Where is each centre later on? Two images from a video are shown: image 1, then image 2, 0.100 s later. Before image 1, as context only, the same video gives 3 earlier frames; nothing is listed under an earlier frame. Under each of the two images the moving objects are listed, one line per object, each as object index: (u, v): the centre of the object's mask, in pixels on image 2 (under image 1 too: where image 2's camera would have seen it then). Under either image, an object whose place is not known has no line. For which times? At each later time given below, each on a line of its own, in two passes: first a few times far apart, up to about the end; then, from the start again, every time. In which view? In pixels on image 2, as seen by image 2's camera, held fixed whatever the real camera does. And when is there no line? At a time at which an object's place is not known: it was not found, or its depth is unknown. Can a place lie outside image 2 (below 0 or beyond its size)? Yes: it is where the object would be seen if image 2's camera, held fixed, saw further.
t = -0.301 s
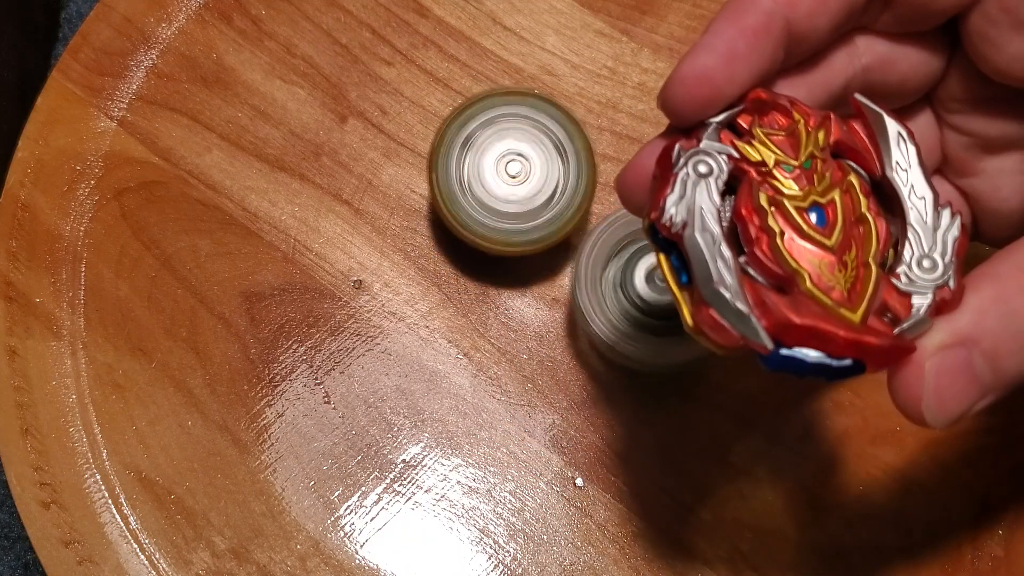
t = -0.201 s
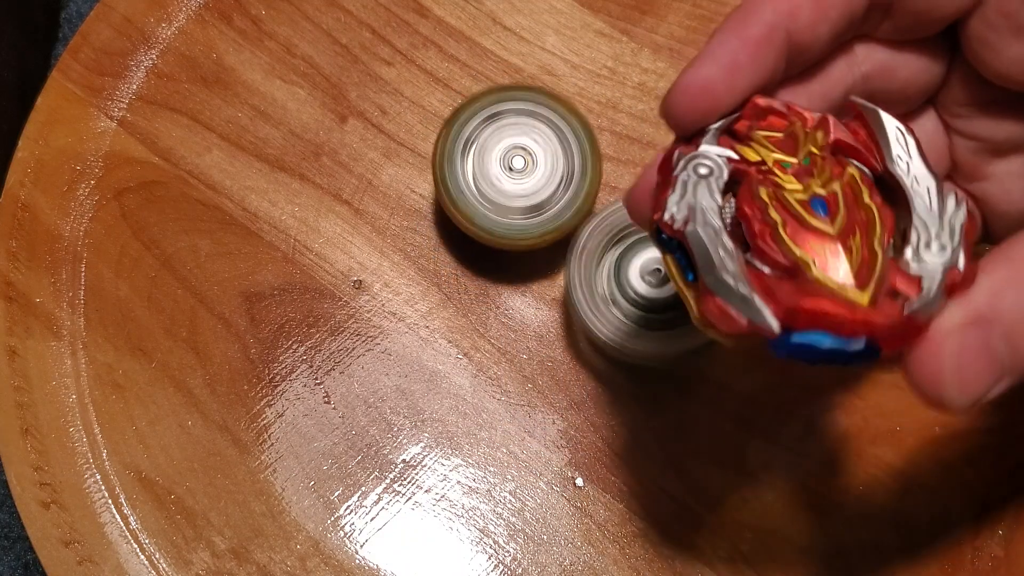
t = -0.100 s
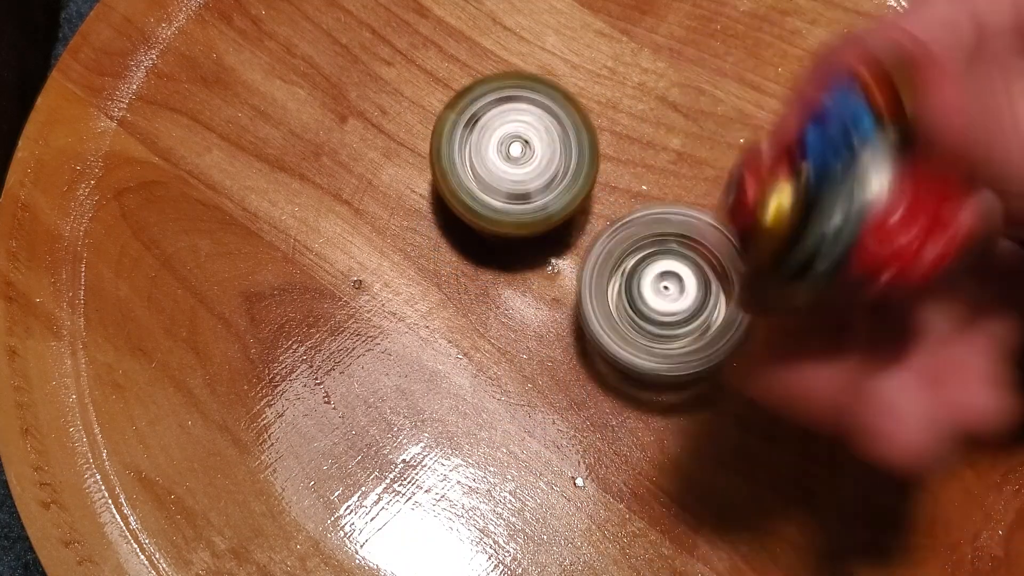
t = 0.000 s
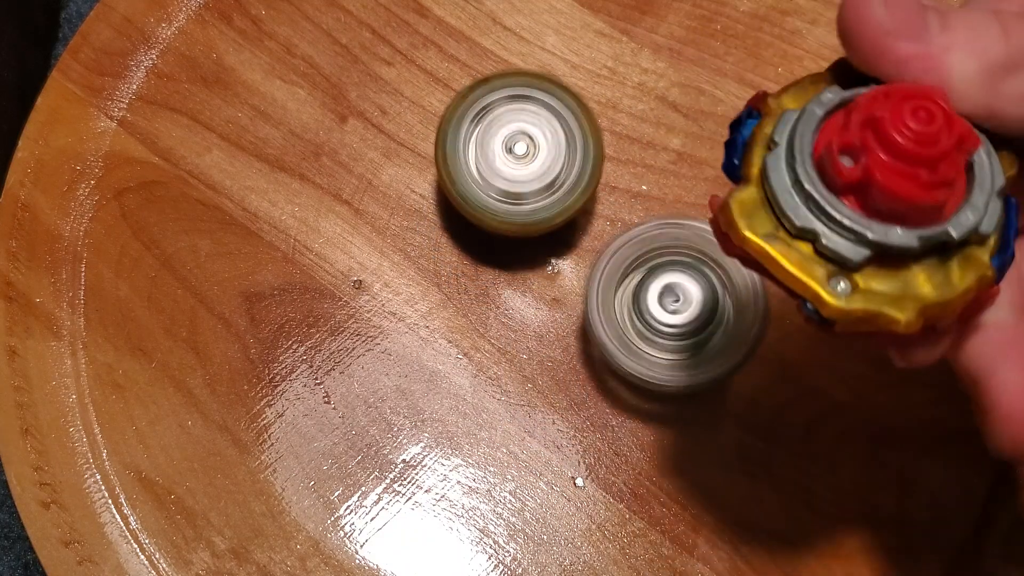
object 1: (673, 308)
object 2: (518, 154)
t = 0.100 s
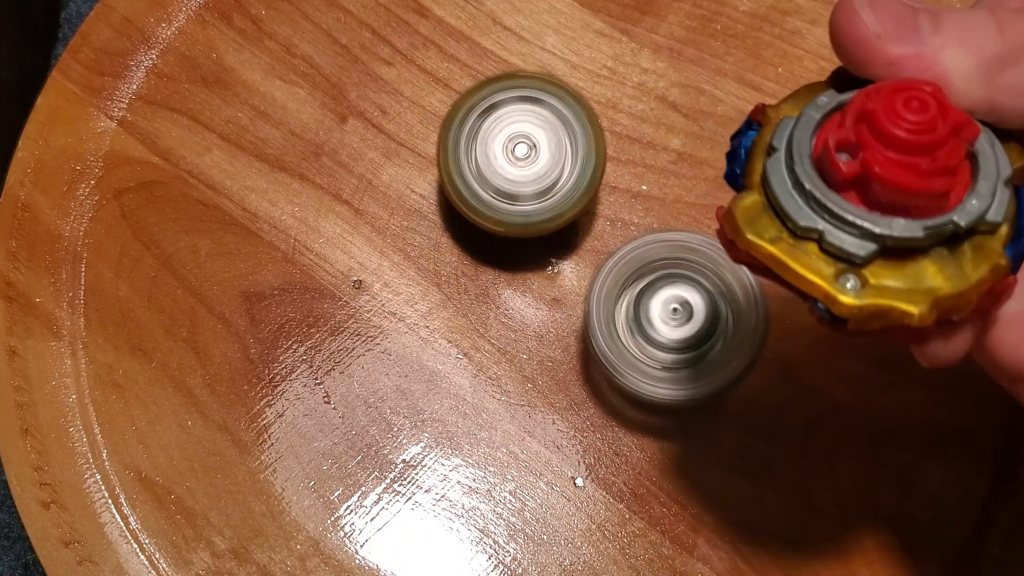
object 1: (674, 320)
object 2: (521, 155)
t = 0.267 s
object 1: (655, 328)
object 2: (526, 170)
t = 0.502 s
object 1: (639, 361)
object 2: (516, 163)
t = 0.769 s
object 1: (615, 377)
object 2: (501, 189)
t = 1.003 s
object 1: (603, 351)
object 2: (495, 191)
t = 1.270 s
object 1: (622, 324)
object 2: (496, 175)
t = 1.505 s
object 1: (650, 301)
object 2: (505, 174)
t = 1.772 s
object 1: (701, 326)
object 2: (499, 153)
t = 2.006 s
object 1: (711, 364)
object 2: (502, 186)
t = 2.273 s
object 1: (662, 347)
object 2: (514, 213)
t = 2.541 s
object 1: (675, 364)
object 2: (488, 164)
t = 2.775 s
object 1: (693, 405)
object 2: (487, 141)
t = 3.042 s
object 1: (661, 397)
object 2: (493, 155)
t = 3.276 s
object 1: (648, 337)
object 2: (531, 207)
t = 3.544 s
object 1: (724, 384)
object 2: (520, 192)
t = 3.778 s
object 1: (720, 404)
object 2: (511, 200)
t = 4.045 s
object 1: (690, 353)
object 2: (511, 198)
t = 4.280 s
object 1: (691, 266)
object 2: (518, 199)
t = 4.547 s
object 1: (750, 232)
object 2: (508, 200)
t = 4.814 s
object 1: (755, 250)
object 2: (509, 213)
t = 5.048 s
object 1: (704, 246)
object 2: (512, 221)
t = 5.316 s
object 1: (673, 210)
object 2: (489, 213)
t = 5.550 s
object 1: (679, 189)
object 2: (488, 205)
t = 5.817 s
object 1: (677, 200)
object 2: (494, 209)
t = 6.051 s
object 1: (687, 240)
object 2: (488, 209)
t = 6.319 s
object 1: (668, 283)
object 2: (491, 210)
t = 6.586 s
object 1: (636, 319)
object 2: (491, 195)
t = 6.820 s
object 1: (622, 330)
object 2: (487, 189)
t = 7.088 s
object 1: (632, 317)
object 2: (484, 204)
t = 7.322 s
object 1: (648, 300)
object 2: (490, 207)
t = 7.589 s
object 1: (651, 311)
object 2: (493, 220)
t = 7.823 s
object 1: (648, 316)
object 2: (487, 212)
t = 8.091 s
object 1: (647, 324)
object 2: (495, 198)
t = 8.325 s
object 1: (636, 329)
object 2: (497, 213)
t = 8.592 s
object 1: (629, 384)
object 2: (511, 178)
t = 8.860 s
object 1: (607, 355)
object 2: (514, 182)
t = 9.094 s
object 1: (610, 355)
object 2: (518, 179)
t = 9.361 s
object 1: (609, 344)
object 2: (510, 199)
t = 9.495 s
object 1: (570, 346)
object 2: (528, 183)
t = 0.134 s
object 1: (672, 321)
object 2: (522, 158)
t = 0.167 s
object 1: (669, 324)
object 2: (523, 161)
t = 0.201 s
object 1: (665, 326)
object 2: (525, 165)
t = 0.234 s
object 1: (660, 327)
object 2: (526, 168)
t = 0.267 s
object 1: (655, 328)
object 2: (526, 170)
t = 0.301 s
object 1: (650, 328)
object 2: (526, 174)
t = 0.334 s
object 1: (646, 326)
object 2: (526, 178)
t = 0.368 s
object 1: (640, 324)
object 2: (527, 182)
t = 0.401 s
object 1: (636, 329)
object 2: (527, 180)
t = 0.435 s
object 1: (639, 348)
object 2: (520, 169)
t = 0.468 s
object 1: (639, 356)
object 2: (518, 164)
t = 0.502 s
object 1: (639, 361)
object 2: (516, 163)
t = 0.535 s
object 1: (638, 366)
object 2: (515, 166)
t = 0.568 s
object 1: (636, 371)
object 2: (512, 169)
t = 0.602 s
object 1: (634, 375)
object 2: (509, 171)
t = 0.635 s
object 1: (632, 379)
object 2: (506, 174)
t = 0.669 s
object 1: (629, 380)
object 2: (504, 178)
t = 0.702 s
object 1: (625, 380)
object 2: (503, 183)
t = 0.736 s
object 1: (620, 379)
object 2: (502, 186)
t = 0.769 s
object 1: (615, 377)
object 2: (501, 189)
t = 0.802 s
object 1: (614, 374)
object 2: (500, 192)
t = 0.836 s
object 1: (610, 369)
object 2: (499, 195)
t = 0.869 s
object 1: (606, 363)
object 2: (499, 200)
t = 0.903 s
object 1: (602, 356)
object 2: (500, 203)
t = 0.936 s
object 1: (600, 353)
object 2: (500, 203)
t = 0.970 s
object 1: (602, 355)
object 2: (496, 195)
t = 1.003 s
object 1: (603, 351)
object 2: (495, 191)
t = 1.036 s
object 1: (602, 344)
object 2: (493, 190)
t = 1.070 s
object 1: (602, 339)
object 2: (495, 190)
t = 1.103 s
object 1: (602, 333)
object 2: (495, 189)
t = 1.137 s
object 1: (604, 328)
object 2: (496, 187)
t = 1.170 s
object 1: (607, 323)
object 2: (495, 185)
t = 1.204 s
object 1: (611, 323)
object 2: (495, 182)
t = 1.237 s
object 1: (616, 325)
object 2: (495, 177)
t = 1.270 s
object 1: (622, 324)
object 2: (496, 175)
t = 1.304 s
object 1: (628, 322)
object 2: (495, 174)
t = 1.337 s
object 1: (634, 318)
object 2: (497, 173)
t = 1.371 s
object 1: (636, 316)
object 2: (500, 173)
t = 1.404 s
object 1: (640, 313)
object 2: (502, 171)
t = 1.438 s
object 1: (645, 310)
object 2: (502, 170)
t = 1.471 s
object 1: (649, 305)
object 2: (504, 173)
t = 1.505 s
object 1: (650, 301)
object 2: (505, 174)
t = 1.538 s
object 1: (651, 297)
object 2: (509, 175)
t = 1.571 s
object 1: (654, 293)
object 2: (511, 176)
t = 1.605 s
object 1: (656, 287)
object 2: (512, 178)
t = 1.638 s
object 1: (666, 298)
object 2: (509, 170)
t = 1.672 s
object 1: (680, 312)
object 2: (500, 159)
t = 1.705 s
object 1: (687, 317)
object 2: (496, 154)
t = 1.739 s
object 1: (695, 321)
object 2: (498, 152)
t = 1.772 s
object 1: (701, 326)
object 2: (499, 153)
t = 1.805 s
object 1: (707, 334)
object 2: (500, 157)
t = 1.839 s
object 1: (711, 338)
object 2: (501, 162)
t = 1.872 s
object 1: (715, 345)
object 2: (502, 166)
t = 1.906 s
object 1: (715, 349)
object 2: (501, 170)
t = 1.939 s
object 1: (716, 359)
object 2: (502, 181)
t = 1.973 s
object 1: (715, 361)
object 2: (503, 183)
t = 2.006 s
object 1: (711, 364)
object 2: (502, 186)
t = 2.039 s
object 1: (707, 367)
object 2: (503, 190)
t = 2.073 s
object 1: (703, 367)
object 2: (507, 195)
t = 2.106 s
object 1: (696, 365)
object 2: (509, 196)
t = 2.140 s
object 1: (690, 365)
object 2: (510, 200)
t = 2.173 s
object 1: (683, 361)
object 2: (511, 205)
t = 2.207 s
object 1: (678, 357)
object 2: (514, 209)
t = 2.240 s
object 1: (668, 352)
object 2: (514, 209)
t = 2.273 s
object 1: (662, 347)
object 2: (514, 213)
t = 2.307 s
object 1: (656, 339)
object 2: (516, 216)
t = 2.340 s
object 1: (652, 335)
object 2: (515, 215)
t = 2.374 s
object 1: (653, 337)
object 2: (513, 208)
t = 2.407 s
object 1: (650, 330)
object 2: (511, 207)
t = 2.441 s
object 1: (650, 324)
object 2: (511, 207)
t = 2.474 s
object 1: (649, 323)
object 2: (510, 205)
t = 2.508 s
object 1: (666, 344)
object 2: (500, 184)
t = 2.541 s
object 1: (675, 364)
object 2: (488, 164)
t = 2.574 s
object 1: (680, 368)
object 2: (483, 154)
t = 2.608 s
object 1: (685, 375)
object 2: (484, 148)
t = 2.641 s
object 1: (690, 382)
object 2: (484, 142)
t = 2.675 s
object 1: (692, 387)
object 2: (483, 140)
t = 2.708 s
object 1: (694, 392)
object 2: (486, 140)
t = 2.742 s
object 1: (696, 401)
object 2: (488, 140)
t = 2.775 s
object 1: (693, 405)
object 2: (487, 141)
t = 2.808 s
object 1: (690, 407)
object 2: (487, 145)
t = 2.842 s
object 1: (689, 411)
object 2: (489, 145)
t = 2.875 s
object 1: (685, 412)
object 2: (488, 146)
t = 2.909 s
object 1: (680, 413)
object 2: (489, 149)
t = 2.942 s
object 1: (676, 411)
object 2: (491, 150)
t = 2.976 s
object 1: (670, 408)
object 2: (490, 149)
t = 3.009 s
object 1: (666, 405)
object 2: (490, 152)
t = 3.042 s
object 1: (661, 397)
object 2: (493, 155)
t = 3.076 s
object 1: (656, 389)
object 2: (495, 156)
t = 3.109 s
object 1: (653, 383)
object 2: (499, 163)
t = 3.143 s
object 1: (651, 374)
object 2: (507, 171)
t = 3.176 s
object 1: (647, 364)
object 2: (512, 178)
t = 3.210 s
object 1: (647, 352)
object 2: (517, 189)
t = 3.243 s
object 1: (646, 342)
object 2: (526, 202)
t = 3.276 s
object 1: (648, 337)
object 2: (531, 207)
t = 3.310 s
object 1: (667, 352)
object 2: (528, 201)
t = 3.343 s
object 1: (679, 365)
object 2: (524, 192)
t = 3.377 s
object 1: (688, 367)
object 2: (522, 190)
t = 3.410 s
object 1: (696, 368)
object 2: (525, 188)
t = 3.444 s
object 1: (706, 373)
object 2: (523, 187)
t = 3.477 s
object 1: (712, 376)
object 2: (523, 190)
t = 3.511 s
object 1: (717, 379)
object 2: (523, 191)
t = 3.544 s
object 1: (724, 384)
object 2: (520, 192)
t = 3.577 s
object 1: (727, 390)
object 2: (520, 195)
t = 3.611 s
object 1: (729, 395)
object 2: (519, 195)
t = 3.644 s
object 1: (728, 399)
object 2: (515, 197)
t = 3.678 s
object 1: (728, 403)
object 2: (515, 198)
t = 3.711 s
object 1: (726, 403)
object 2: (513, 198)
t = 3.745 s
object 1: (722, 403)
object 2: (510, 199)
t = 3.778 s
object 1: (720, 404)
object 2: (511, 200)
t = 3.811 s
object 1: (715, 402)
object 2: (508, 199)
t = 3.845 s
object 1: (711, 400)
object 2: (507, 200)
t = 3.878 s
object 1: (705, 394)
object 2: (508, 199)
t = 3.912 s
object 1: (701, 388)
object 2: (506, 198)
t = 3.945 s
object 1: (698, 381)
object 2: (507, 199)
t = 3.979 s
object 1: (694, 373)
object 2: (509, 197)
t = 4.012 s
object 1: (692, 364)
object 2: (508, 197)
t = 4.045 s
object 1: (690, 353)
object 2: (511, 198)
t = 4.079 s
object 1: (688, 344)
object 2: (512, 197)
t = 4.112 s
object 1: (686, 332)
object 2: (512, 198)
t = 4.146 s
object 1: (684, 319)
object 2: (515, 197)
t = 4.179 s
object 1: (684, 304)
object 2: (515, 197)
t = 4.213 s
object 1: (683, 291)
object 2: (517, 200)
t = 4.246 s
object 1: (686, 278)
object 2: (520, 199)
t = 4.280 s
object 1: (691, 266)
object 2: (518, 199)
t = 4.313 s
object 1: (701, 259)
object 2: (512, 195)
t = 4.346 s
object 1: (709, 254)
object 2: (510, 189)
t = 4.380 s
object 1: (716, 248)
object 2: (508, 191)
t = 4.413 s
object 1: (723, 241)
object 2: (510, 190)
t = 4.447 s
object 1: (733, 238)
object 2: (508, 193)
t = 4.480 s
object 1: (737, 235)
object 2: (510, 196)
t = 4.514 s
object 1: (743, 233)
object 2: (509, 196)
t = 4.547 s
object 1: (750, 232)
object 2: (508, 200)
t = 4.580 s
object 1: (754, 233)
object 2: (509, 201)
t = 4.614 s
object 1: (758, 233)
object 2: (508, 201)
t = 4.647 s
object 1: (762, 235)
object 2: (508, 205)
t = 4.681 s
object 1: (765, 238)
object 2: (510, 204)
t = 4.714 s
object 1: (763, 240)
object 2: (508, 208)
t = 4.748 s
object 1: (763, 243)
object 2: (510, 211)
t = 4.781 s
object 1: (759, 248)
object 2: (509, 210)
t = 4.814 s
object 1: (755, 250)
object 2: (509, 213)
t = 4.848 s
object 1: (750, 251)
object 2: (510, 213)
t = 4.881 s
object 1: (744, 253)
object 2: (509, 215)
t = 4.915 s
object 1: (737, 253)
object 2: (510, 218)
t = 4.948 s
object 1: (729, 253)
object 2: (511, 218)
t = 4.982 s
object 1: (722, 251)
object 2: (510, 220)
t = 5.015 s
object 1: (713, 250)
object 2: (512, 221)
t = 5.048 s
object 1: (704, 246)
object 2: (512, 221)
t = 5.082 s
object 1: (693, 241)
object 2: (512, 224)
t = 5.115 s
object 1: (692, 240)
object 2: (505, 220)
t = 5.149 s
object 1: (690, 240)
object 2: (494, 216)
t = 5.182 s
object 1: (683, 234)
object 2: (494, 213)
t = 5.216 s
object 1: (681, 224)
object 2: (492, 211)
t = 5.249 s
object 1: (681, 222)
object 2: (493, 214)
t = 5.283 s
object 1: (677, 217)
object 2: (494, 213)
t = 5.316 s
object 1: (673, 210)
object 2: (489, 213)
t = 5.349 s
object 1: (672, 204)
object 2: (492, 212)
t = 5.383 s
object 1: (670, 201)
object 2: (491, 211)
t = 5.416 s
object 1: (670, 197)
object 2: (489, 211)
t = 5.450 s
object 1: (673, 197)
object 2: (488, 208)
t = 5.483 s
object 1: (671, 196)
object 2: (486, 207)
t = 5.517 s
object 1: (675, 189)
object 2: (489, 207)
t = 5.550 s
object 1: (679, 189)
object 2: (488, 205)
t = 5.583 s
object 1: (679, 187)
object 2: (490, 207)
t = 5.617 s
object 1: (680, 186)
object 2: (493, 205)
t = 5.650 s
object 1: (680, 187)
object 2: (492, 207)
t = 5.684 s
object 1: (680, 188)
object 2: (496, 208)
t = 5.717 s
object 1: (679, 188)
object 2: (495, 207)
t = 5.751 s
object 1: (677, 192)
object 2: (498, 210)
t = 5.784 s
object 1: (678, 196)
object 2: (497, 208)
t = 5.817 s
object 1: (677, 200)
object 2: (494, 209)
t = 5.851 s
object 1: (679, 206)
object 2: (494, 206)
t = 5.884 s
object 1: (681, 213)
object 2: (492, 206)
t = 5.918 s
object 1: (678, 216)
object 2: (497, 208)
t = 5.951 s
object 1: (679, 215)
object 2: (496, 209)
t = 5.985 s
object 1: (681, 220)
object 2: (498, 214)
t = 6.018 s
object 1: (679, 226)
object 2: (497, 211)
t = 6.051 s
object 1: (687, 240)
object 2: (488, 209)
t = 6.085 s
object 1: (694, 248)
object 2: (479, 207)
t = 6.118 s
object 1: (694, 258)
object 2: (475, 203)
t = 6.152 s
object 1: (692, 261)
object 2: (480, 203)
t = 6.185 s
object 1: (692, 265)
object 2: (482, 203)
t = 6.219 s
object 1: (689, 271)
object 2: (485, 206)
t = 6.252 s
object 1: (683, 276)
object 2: (488, 206)
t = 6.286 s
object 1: (676, 279)
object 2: (489, 210)
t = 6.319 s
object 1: (668, 283)
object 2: (491, 210)
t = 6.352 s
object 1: (659, 284)
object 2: (491, 213)
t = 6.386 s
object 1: (655, 292)
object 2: (491, 210)
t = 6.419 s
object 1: (648, 297)
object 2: (489, 206)
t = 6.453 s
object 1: (650, 308)
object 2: (488, 198)
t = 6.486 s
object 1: (650, 317)
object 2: (489, 190)
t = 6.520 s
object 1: (641, 321)
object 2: (490, 189)
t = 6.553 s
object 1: (636, 320)
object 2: (493, 192)
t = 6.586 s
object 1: (636, 319)
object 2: (491, 195)
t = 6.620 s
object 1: (632, 322)
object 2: (492, 197)
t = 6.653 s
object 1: (627, 320)
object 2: (491, 197)
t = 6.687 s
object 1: (623, 320)
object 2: (491, 198)
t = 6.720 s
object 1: (626, 331)
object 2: (487, 189)
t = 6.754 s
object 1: (626, 333)
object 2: (488, 185)
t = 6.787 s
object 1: (624, 334)
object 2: (489, 188)
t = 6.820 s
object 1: (622, 330)
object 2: (487, 189)
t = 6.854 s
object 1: (622, 328)
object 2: (484, 192)
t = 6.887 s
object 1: (623, 325)
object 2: (486, 191)
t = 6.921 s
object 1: (625, 325)
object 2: (484, 195)
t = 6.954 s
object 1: (623, 323)
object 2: (487, 196)
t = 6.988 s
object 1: (624, 316)
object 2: (485, 200)
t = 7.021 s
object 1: (625, 312)
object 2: (488, 202)
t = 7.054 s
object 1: (631, 314)
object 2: (485, 203)
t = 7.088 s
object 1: (632, 317)
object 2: (484, 204)
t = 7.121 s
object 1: (630, 313)
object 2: (482, 204)
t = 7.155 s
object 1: (632, 305)
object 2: (484, 203)
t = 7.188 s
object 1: (641, 303)
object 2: (485, 203)
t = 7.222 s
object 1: (647, 304)
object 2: (488, 203)
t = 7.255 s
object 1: (646, 307)
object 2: (489, 205)
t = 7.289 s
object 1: (645, 304)
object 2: (491, 207)
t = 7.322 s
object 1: (648, 300)
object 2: (490, 207)
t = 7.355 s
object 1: (655, 302)
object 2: (492, 206)
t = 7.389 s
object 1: (656, 305)
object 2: (494, 209)
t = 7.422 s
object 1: (653, 306)
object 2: (496, 211)
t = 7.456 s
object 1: (653, 304)
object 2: (493, 213)
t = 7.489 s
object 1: (657, 307)
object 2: (496, 212)
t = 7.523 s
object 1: (657, 310)
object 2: (495, 215)
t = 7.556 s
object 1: (651, 312)
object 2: (497, 218)
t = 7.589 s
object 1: (651, 311)
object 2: (493, 220)
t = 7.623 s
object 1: (652, 311)
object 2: (491, 220)
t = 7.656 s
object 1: (649, 311)
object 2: (492, 221)
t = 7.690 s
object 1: (649, 316)
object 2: (486, 218)
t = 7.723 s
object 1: (646, 317)
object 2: (486, 215)
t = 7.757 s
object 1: (642, 313)
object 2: (489, 215)
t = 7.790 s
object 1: (644, 311)
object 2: (487, 214)
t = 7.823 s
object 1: (648, 316)
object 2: (487, 212)
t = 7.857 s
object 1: (645, 320)
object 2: (491, 209)
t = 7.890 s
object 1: (640, 315)
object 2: (493, 213)
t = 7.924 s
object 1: (645, 320)
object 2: (490, 205)
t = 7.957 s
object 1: (644, 328)
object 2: (491, 202)
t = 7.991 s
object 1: (639, 328)
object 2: (497, 203)
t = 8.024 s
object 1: (635, 321)
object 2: (497, 206)
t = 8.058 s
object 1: (641, 321)
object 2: (494, 202)
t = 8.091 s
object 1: (647, 324)
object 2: (495, 198)
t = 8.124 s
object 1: (644, 329)
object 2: (498, 198)
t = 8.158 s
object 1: (637, 331)
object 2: (501, 205)
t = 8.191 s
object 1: (634, 326)
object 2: (500, 207)
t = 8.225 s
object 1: (636, 327)
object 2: (501, 209)
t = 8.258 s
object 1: (636, 328)
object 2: (499, 211)
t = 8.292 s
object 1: (636, 327)
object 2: (499, 215)
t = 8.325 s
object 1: (636, 329)
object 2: (497, 213)
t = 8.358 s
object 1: (631, 330)
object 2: (501, 212)
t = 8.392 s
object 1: (632, 333)
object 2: (502, 214)
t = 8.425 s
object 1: (628, 342)
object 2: (507, 207)
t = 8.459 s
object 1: (620, 348)
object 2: (512, 206)
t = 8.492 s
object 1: (622, 353)
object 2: (510, 200)
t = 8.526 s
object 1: (624, 371)
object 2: (510, 188)
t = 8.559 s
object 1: (629, 378)
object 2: (507, 184)
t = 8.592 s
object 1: (629, 384)
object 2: (511, 178)
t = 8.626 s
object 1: (627, 391)
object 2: (515, 182)
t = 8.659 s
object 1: (619, 393)
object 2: (512, 185)
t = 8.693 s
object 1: (612, 393)
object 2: (510, 186)
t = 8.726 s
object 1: (606, 382)
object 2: (505, 184)
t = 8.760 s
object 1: (605, 378)
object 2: (506, 179)
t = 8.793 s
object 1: (606, 369)
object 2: (511, 179)
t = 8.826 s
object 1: (604, 364)
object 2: (512, 179)
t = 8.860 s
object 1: (607, 355)
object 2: (514, 182)
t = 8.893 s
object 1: (607, 352)
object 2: (510, 183)
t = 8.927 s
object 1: (608, 348)
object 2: (513, 182)
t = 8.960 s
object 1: (608, 346)
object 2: (513, 183)
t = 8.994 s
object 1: (606, 341)
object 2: (515, 183)
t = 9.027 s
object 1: (604, 340)
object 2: (516, 186)
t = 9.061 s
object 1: (607, 348)
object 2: (515, 179)
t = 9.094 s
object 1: (610, 355)
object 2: (518, 179)
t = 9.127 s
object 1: (612, 359)
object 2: (521, 183)
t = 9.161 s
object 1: (614, 362)
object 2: (521, 188)
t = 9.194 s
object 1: (613, 360)
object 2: (519, 191)
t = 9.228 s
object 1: (613, 358)
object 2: (514, 194)
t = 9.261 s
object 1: (612, 356)
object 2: (512, 196)
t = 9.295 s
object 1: (616, 352)
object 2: (512, 196)
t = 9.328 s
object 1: (614, 348)
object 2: (511, 198)
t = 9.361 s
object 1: (609, 344)
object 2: (510, 199)
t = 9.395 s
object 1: (607, 347)
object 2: (515, 197)
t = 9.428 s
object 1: (601, 348)
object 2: (517, 195)
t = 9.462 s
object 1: (590, 345)
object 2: (518, 189)
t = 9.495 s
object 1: (570, 346)
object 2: (528, 183)
